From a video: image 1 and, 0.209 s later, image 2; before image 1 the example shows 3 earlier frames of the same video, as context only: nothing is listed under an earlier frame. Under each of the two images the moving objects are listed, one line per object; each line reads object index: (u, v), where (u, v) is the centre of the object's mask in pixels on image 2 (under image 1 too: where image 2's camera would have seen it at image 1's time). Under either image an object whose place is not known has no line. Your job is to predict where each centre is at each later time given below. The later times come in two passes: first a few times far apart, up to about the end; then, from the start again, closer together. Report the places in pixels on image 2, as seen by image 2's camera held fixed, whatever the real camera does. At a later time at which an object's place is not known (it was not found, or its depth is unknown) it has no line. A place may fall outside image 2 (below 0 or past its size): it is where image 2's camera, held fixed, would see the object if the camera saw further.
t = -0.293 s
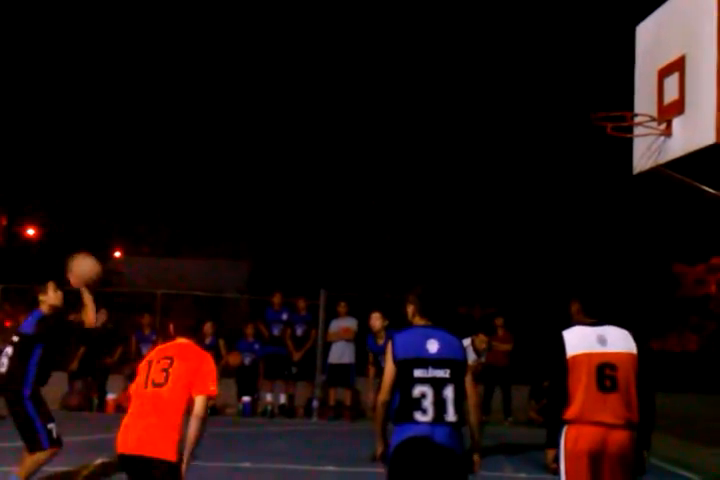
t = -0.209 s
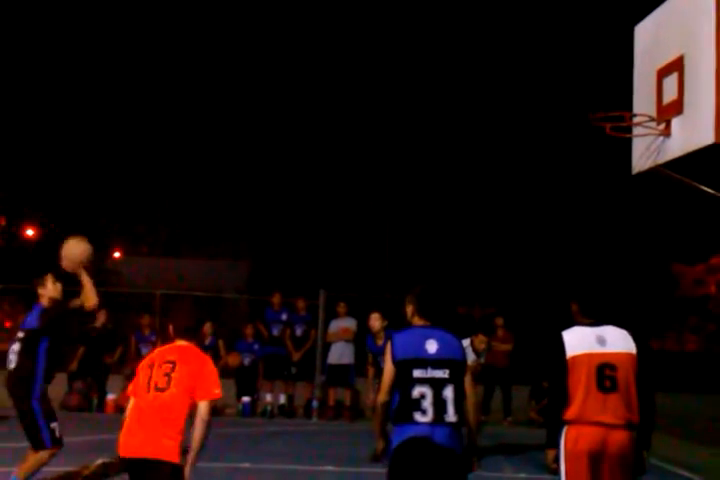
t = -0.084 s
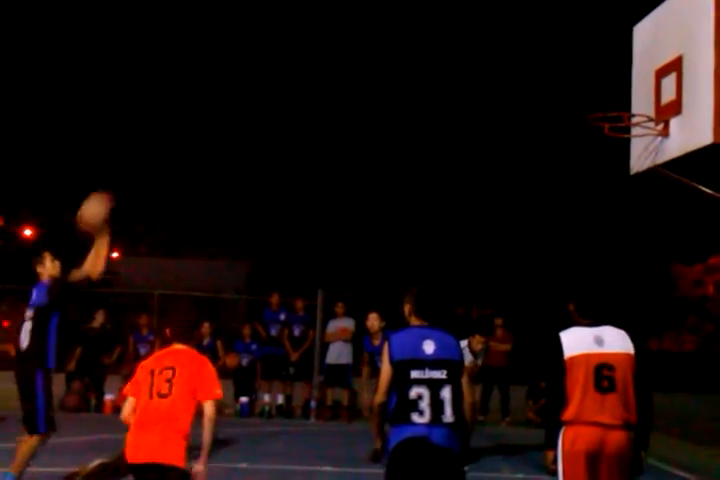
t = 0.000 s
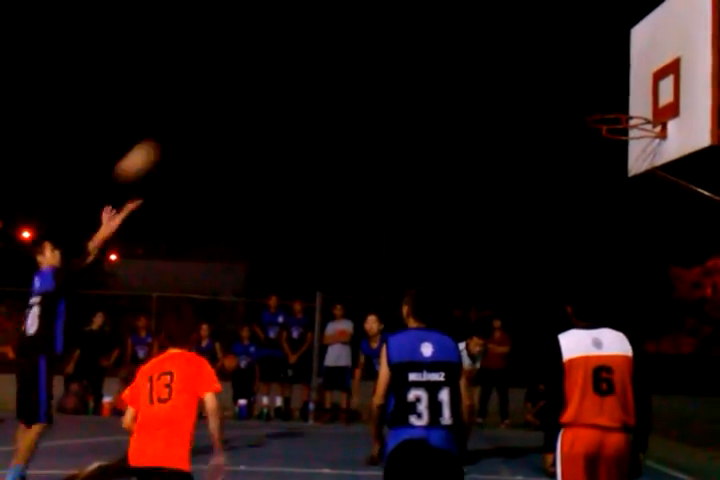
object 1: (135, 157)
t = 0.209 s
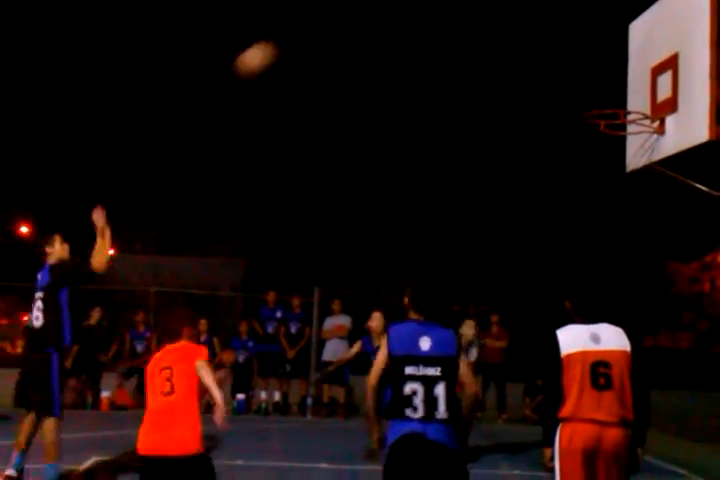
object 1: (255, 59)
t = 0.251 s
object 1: (279, 47)
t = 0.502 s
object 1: (417, 14)
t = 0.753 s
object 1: (552, 56)
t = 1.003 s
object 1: (607, 167)
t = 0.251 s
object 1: (279, 47)
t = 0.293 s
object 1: (302, 35)
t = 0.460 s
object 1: (395, 14)
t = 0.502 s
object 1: (417, 14)
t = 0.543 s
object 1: (440, 16)
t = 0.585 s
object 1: (463, 18)
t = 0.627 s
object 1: (485, 24)
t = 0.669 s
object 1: (507, 32)
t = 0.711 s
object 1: (530, 43)
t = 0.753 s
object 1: (552, 56)
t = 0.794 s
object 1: (575, 72)
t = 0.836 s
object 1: (597, 89)
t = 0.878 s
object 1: (615, 108)
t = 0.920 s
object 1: (620, 129)
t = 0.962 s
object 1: (614, 149)
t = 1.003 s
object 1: (607, 167)
